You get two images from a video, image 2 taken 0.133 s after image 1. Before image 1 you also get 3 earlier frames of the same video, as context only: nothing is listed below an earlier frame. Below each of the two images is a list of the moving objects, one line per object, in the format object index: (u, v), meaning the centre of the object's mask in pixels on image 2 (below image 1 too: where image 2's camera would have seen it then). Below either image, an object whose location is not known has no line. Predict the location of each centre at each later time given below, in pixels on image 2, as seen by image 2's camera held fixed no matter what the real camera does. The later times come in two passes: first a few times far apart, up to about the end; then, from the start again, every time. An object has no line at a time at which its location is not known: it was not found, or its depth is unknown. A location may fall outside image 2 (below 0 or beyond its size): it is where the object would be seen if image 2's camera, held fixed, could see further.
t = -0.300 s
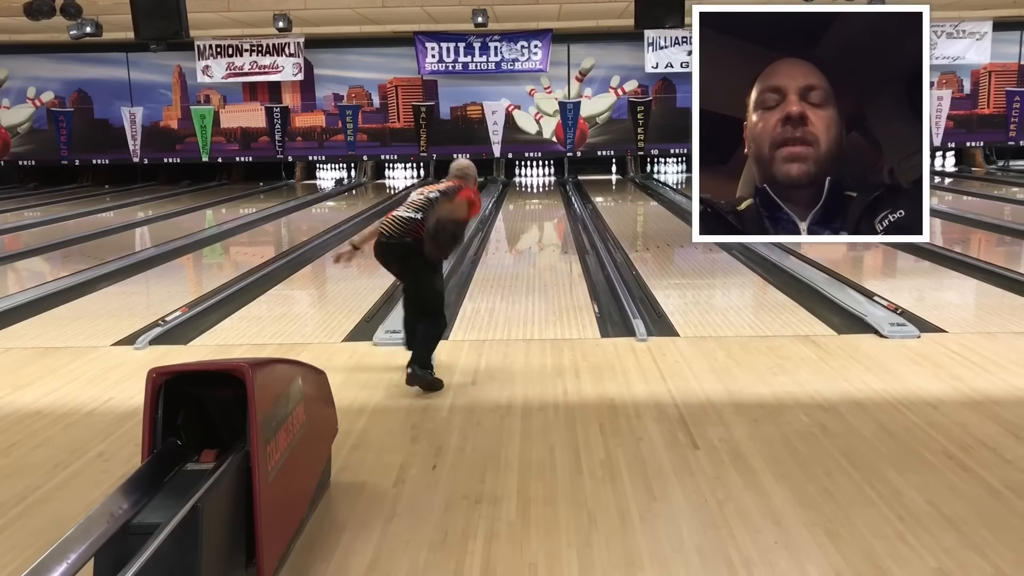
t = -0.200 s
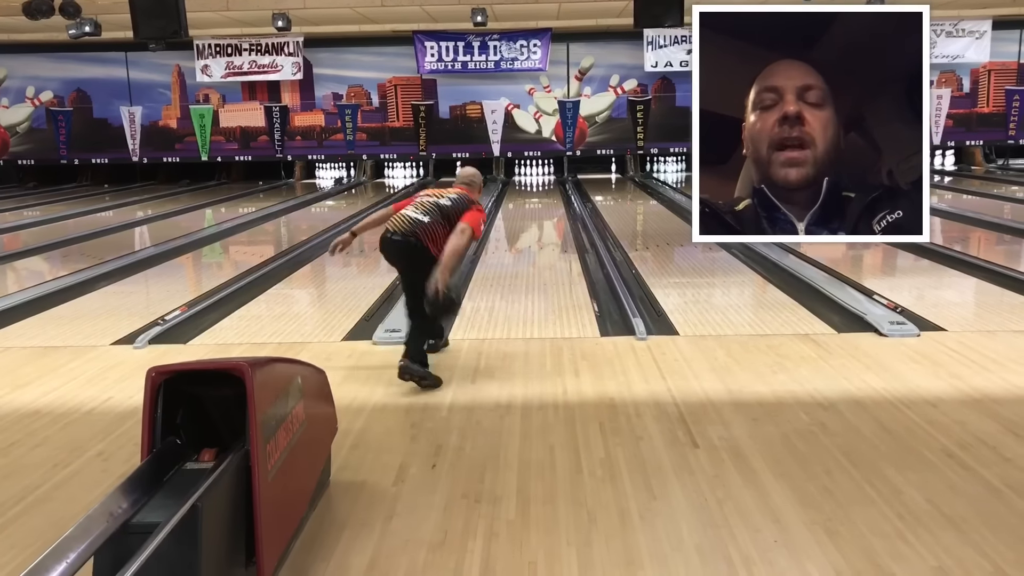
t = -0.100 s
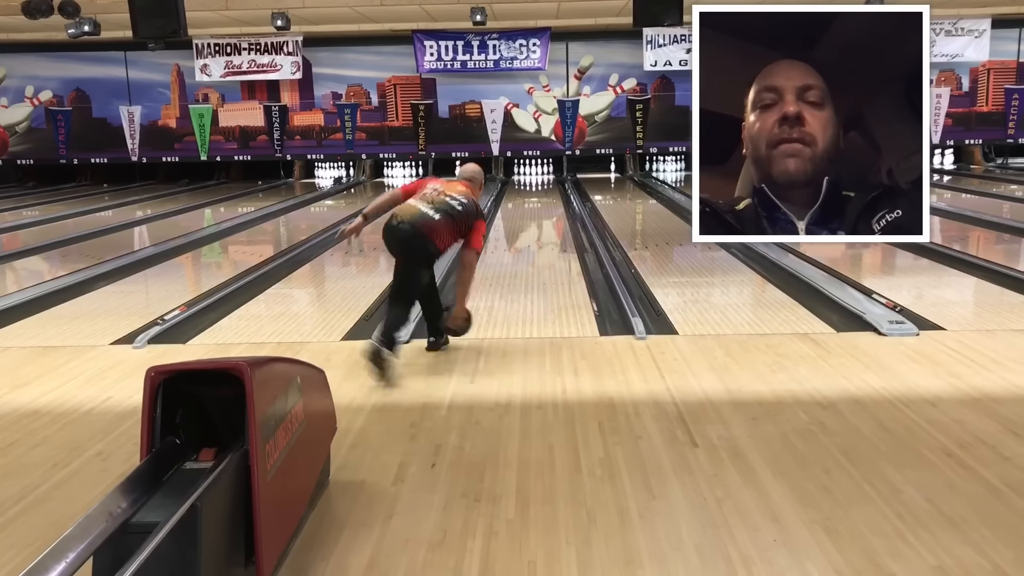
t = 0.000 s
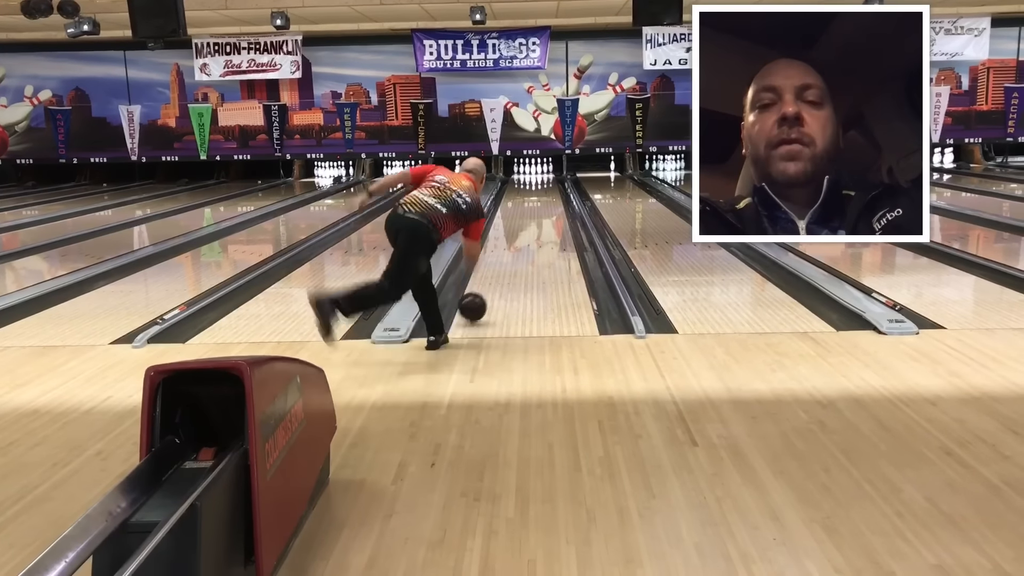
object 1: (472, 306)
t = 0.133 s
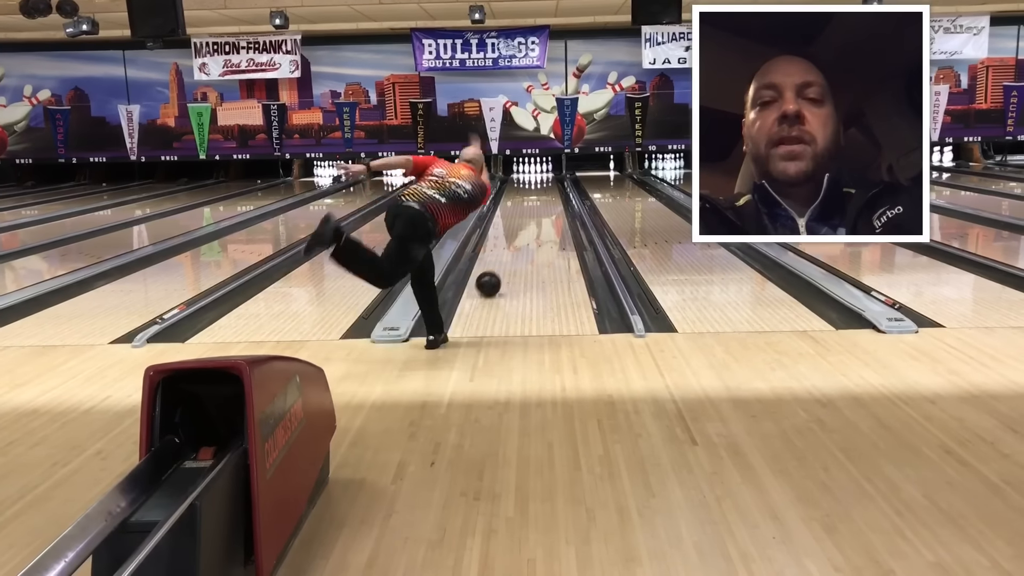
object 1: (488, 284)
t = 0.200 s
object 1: (495, 274)
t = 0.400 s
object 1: (510, 249)
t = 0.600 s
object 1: (521, 231)
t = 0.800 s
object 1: (528, 218)
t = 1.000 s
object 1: (533, 207)
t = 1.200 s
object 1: (536, 198)
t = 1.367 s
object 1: (538, 193)
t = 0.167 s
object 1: (491, 279)
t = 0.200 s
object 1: (495, 274)
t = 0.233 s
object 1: (498, 269)
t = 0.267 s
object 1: (500, 264)
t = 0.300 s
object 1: (503, 260)
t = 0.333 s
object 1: (506, 256)
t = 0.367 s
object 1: (508, 253)
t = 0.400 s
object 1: (510, 249)
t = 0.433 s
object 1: (512, 246)
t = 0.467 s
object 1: (514, 243)
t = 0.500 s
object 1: (516, 239)
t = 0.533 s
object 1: (517, 237)
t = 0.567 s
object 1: (519, 234)
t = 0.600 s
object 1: (521, 231)
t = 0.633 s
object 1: (522, 229)
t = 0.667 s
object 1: (523, 226)
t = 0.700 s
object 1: (525, 224)
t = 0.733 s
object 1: (526, 222)
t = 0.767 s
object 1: (527, 220)
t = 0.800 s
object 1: (528, 218)
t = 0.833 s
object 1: (529, 216)
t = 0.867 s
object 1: (530, 214)
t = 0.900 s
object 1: (531, 212)
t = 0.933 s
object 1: (532, 210)
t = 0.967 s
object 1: (532, 208)
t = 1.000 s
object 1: (533, 207)
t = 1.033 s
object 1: (534, 205)
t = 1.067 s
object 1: (534, 204)
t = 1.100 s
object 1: (535, 202)
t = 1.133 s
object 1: (536, 201)
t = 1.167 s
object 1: (536, 200)
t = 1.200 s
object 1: (536, 198)
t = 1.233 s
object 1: (537, 197)
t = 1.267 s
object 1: (537, 196)
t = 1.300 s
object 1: (537, 195)
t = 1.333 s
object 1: (537, 194)
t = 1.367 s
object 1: (538, 193)
